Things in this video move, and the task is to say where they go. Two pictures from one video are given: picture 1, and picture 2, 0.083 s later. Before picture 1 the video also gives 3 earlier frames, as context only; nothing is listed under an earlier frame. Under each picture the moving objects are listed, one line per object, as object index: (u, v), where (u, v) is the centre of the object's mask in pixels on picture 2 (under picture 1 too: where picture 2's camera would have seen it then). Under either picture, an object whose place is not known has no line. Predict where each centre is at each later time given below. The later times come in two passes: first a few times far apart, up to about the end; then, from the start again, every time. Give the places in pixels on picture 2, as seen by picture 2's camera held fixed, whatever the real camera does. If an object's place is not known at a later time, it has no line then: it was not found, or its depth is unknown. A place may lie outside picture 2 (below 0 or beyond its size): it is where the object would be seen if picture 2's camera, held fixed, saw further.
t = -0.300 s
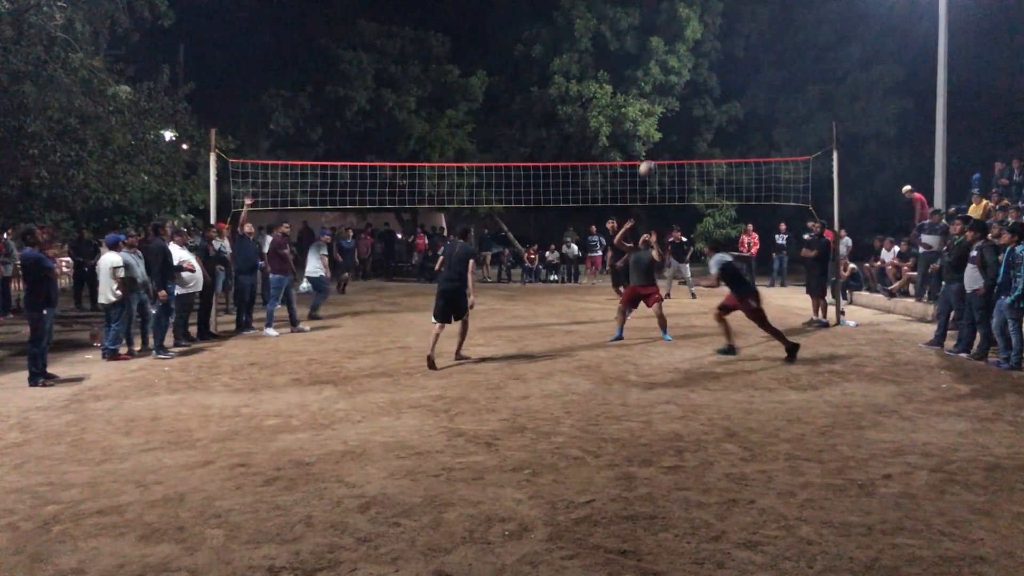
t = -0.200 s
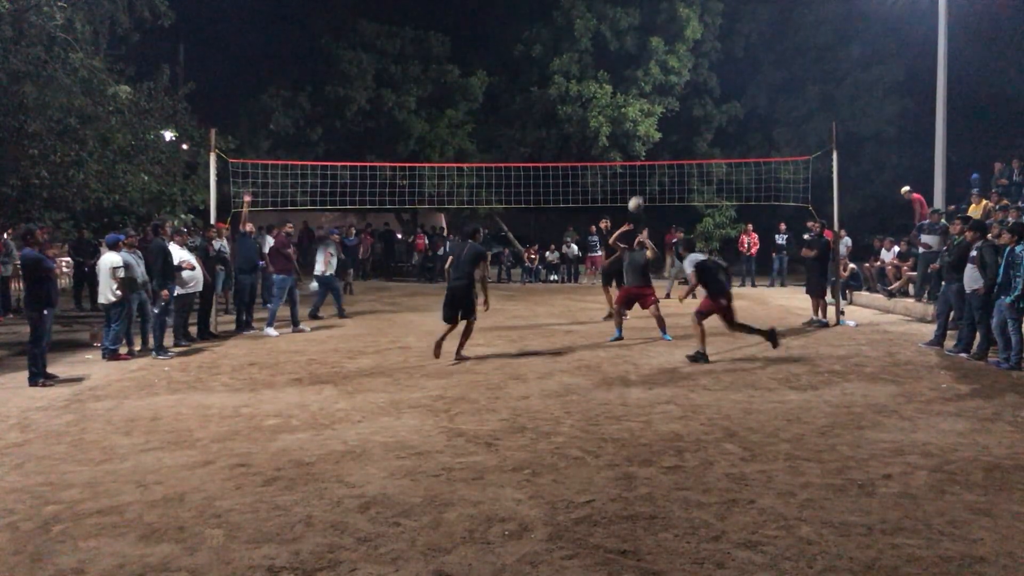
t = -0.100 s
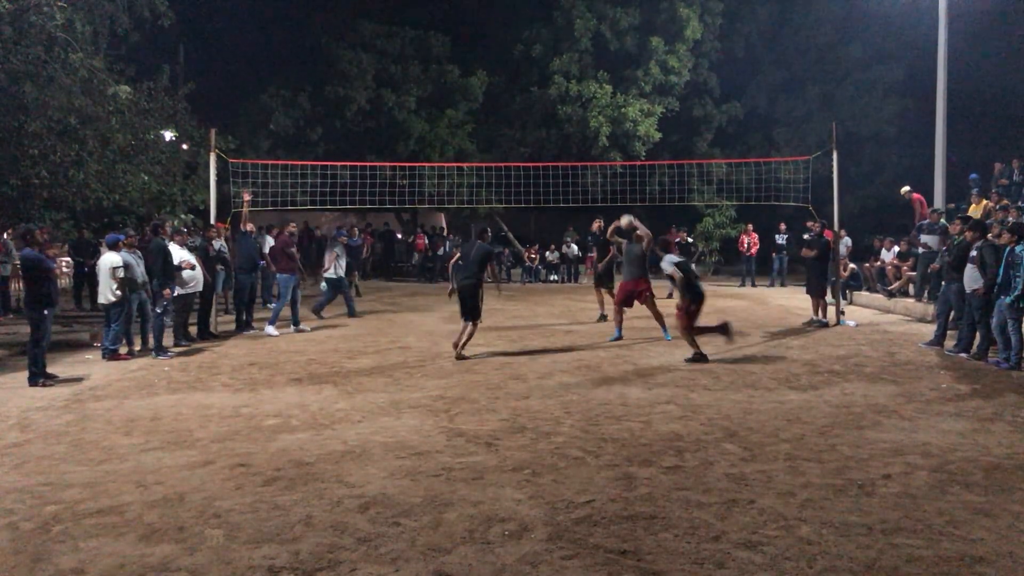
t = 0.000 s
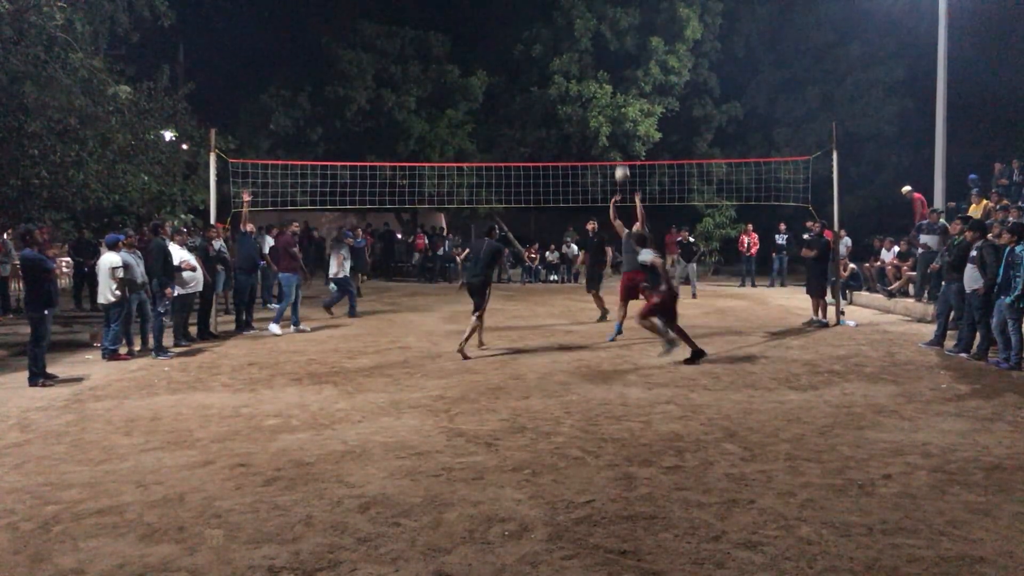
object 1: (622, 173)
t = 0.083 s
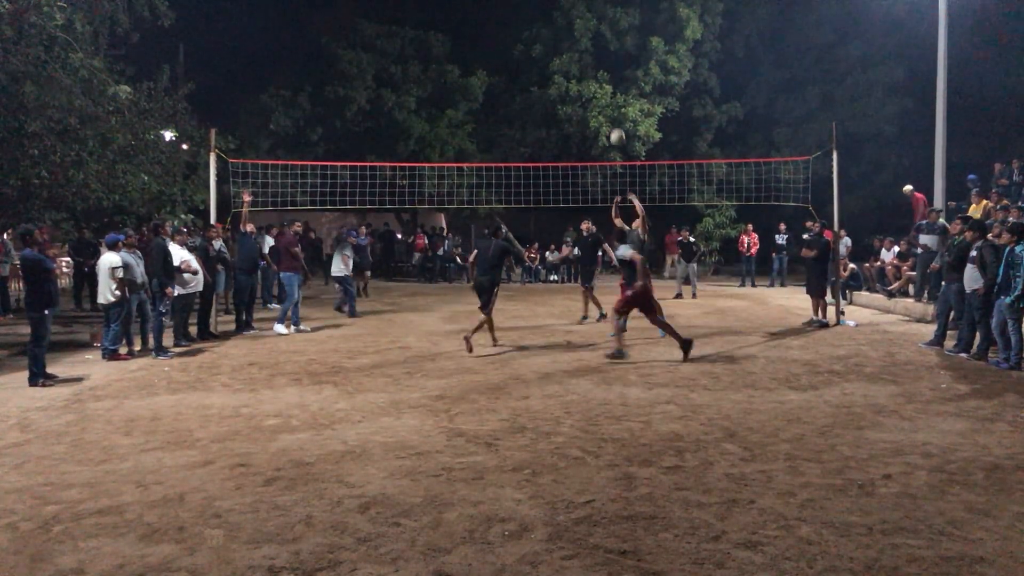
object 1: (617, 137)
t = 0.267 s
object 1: (606, 75)
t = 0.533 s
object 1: (591, 31)
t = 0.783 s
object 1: (577, 35)
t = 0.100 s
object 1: (616, 130)
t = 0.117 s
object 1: (615, 123)
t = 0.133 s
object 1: (614, 117)
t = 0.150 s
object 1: (613, 111)
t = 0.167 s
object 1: (612, 105)
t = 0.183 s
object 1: (611, 99)
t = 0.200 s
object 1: (610, 93)
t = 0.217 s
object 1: (609, 90)
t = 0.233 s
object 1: (609, 86)
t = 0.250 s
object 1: (608, 81)
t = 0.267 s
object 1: (606, 75)
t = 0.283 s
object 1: (605, 71)
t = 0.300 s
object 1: (604, 67)
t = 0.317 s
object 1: (604, 63)
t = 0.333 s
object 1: (603, 59)
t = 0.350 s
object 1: (602, 56)
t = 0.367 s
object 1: (601, 52)
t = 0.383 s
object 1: (600, 49)
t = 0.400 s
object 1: (599, 47)
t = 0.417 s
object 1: (598, 44)
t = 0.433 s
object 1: (597, 42)
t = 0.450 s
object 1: (596, 39)
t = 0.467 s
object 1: (595, 37)
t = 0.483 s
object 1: (594, 35)
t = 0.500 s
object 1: (593, 34)
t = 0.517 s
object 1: (592, 32)
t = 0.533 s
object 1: (591, 31)
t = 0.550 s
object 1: (590, 30)
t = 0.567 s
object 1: (589, 29)
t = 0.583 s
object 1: (588, 28)
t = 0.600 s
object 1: (587, 28)
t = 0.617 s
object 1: (586, 27)
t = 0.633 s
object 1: (585, 28)
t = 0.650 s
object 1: (584, 27)
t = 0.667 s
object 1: (583, 28)
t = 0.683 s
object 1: (583, 28)
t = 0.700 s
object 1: (582, 29)
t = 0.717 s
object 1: (581, 30)
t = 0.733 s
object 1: (580, 31)
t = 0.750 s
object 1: (579, 32)
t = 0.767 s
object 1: (578, 33)
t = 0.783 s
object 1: (577, 35)
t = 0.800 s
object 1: (576, 37)
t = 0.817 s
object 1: (575, 38)
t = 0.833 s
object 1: (574, 41)
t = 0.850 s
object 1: (573, 43)
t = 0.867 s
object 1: (572, 45)
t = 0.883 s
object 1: (572, 48)
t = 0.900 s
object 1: (571, 51)
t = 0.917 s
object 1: (570, 54)
